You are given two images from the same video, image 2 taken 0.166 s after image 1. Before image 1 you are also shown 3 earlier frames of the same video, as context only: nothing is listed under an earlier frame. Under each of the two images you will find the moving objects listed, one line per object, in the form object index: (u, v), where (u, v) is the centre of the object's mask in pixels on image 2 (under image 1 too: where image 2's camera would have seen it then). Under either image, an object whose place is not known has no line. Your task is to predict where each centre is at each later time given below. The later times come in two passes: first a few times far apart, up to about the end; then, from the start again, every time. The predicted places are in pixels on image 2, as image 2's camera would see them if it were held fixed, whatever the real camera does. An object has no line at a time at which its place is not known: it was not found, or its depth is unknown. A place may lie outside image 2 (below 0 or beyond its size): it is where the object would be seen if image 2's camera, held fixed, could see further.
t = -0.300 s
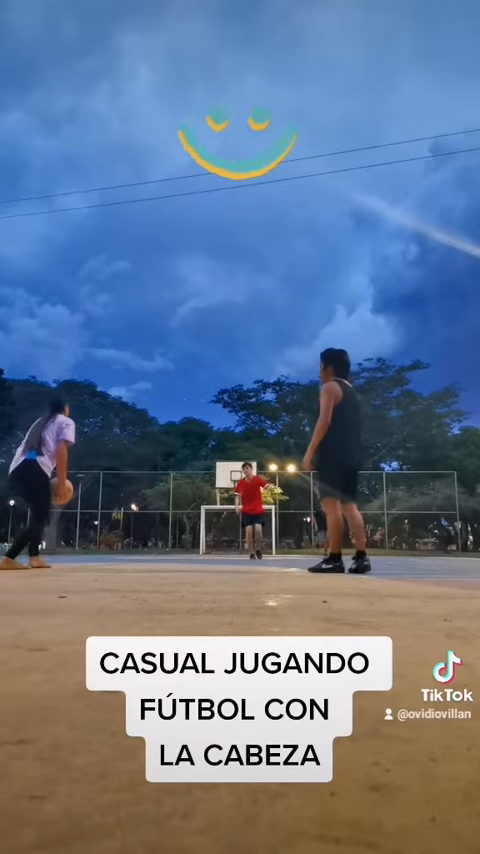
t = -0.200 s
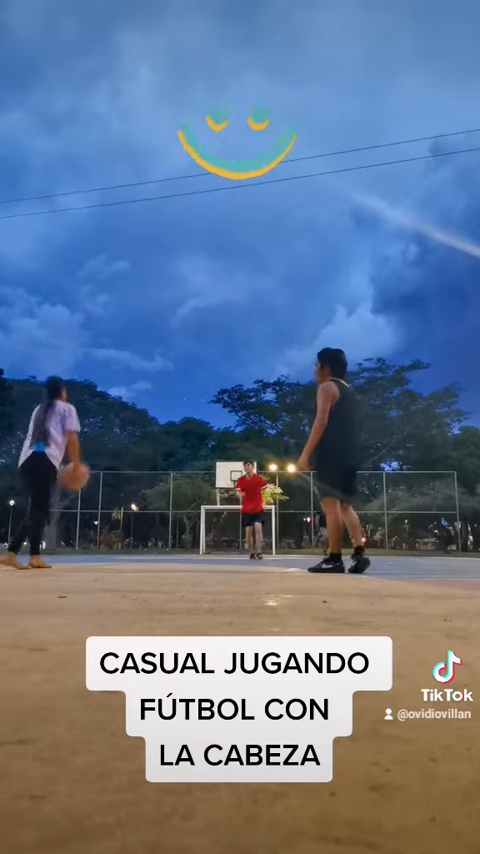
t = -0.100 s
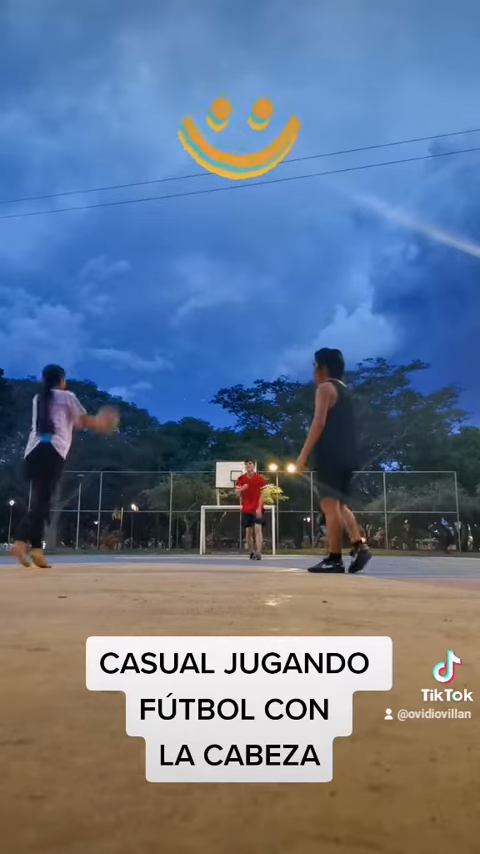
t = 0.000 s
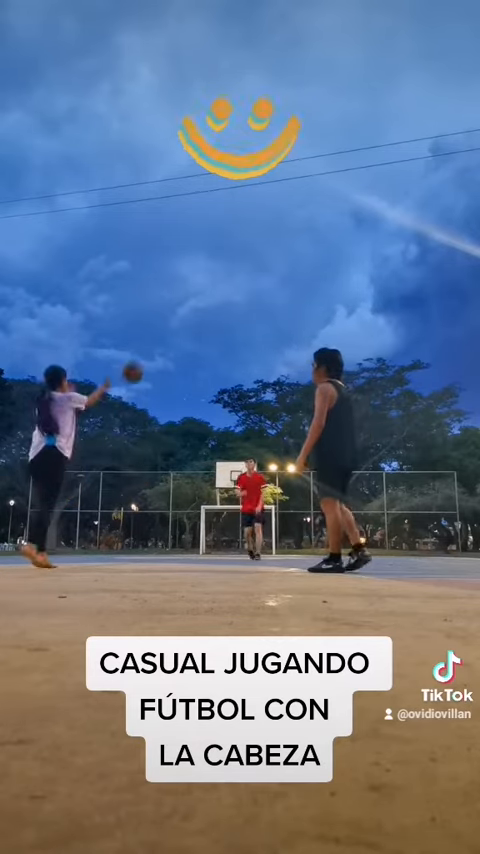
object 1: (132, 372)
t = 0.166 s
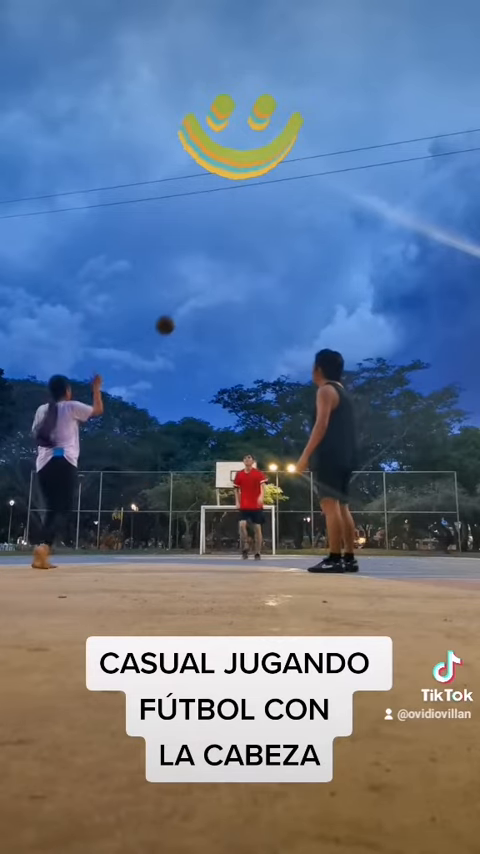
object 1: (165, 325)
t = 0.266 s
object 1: (180, 312)
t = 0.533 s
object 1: (212, 316)
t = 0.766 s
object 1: (233, 358)
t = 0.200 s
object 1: (170, 319)
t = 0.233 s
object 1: (175, 315)
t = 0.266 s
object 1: (180, 312)
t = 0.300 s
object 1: (184, 309)
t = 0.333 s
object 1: (189, 308)
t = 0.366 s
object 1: (193, 307)
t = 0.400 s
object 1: (197, 308)
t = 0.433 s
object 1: (201, 309)
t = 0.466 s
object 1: (205, 311)
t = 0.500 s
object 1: (208, 313)
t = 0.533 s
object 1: (212, 316)
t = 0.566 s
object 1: (215, 321)
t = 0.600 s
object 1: (219, 326)
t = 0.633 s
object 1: (222, 331)
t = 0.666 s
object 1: (224, 337)
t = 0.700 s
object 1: (227, 343)
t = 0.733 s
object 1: (230, 350)
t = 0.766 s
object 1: (233, 358)
